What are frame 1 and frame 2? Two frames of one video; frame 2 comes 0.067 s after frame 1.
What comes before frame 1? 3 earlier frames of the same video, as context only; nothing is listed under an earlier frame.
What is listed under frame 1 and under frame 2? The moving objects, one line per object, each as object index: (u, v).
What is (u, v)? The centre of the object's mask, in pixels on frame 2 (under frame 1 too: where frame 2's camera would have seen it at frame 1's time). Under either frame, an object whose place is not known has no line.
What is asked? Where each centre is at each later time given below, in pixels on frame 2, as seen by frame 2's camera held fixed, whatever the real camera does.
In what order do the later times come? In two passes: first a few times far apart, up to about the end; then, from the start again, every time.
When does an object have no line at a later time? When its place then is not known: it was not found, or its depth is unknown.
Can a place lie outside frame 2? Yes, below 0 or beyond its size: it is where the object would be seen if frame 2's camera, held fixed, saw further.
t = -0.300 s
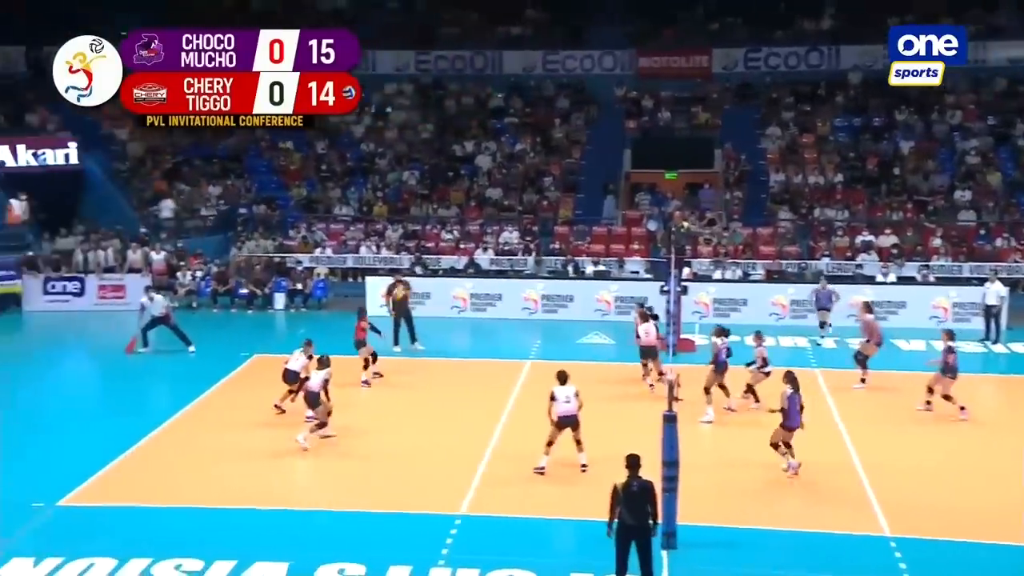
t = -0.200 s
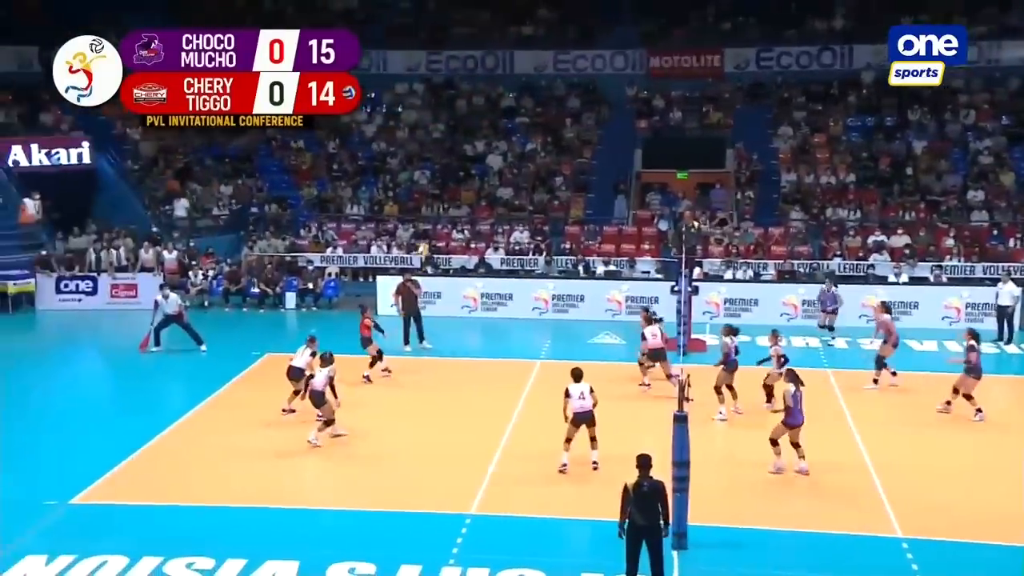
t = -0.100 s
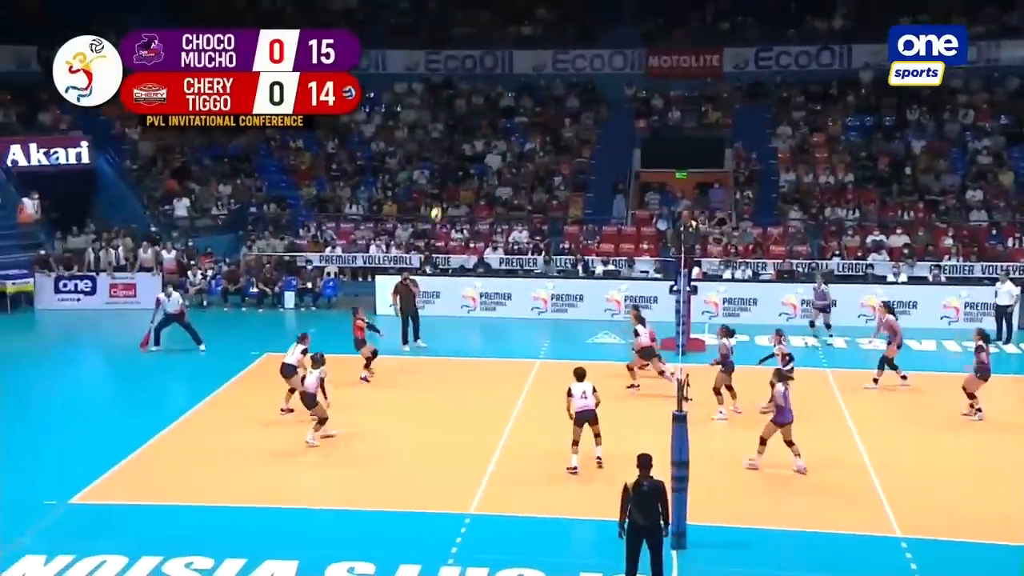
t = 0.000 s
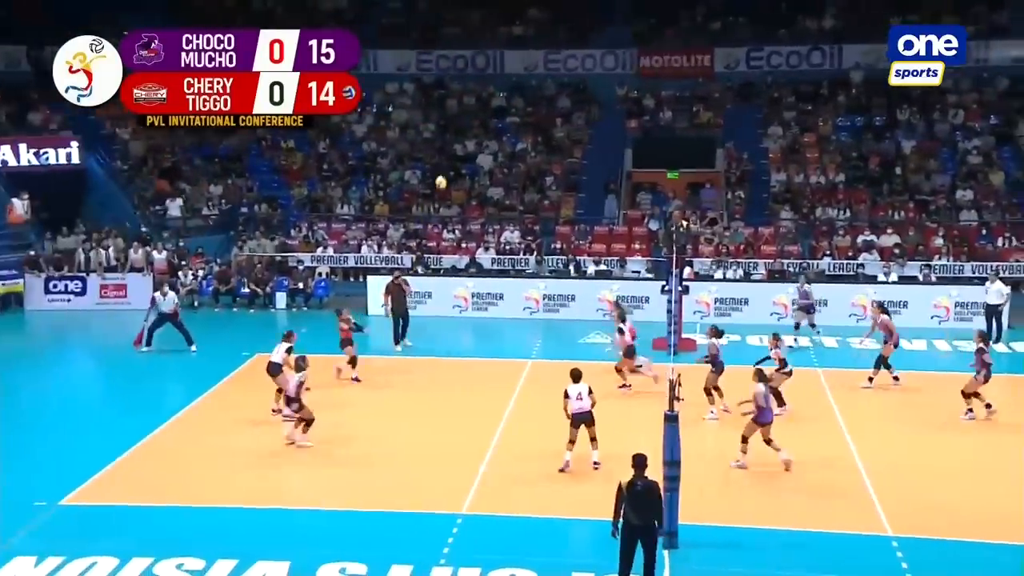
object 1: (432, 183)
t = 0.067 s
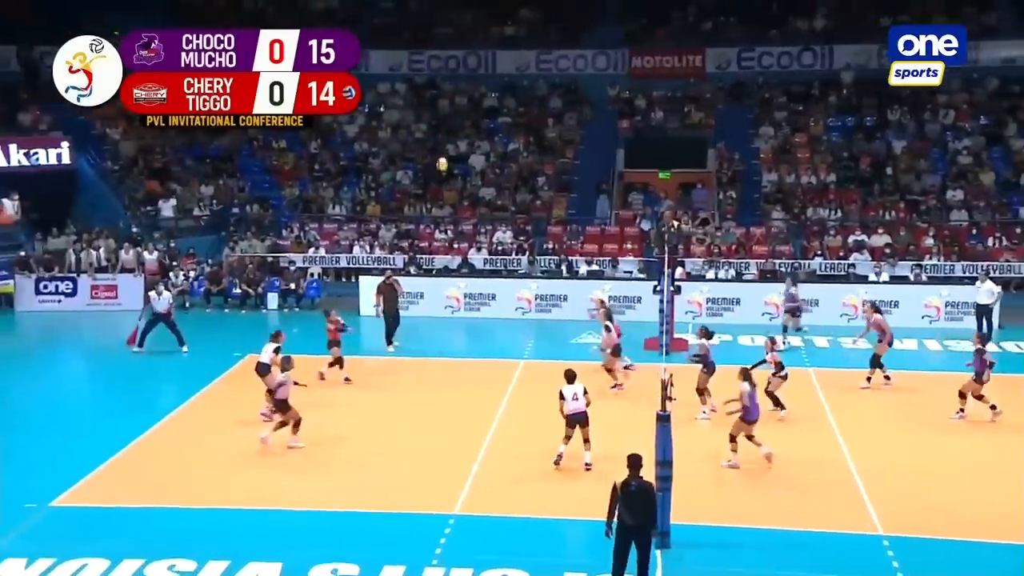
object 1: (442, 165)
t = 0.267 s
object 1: (469, 121)
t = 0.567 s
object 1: (512, 97)
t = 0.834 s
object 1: (550, 117)
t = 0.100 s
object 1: (446, 155)
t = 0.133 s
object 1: (451, 147)
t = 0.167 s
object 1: (456, 139)
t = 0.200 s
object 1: (460, 134)
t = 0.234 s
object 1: (465, 127)
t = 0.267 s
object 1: (469, 121)
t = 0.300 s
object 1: (474, 116)
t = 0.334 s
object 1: (479, 112)
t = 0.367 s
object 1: (484, 108)
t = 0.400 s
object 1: (488, 104)
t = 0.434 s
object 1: (493, 102)
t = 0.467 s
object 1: (498, 100)
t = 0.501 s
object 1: (503, 98)
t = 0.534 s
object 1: (507, 97)
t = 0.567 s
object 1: (512, 97)
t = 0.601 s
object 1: (517, 97)
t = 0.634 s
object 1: (522, 98)
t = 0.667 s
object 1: (526, 100)
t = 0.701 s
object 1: (531, 102)
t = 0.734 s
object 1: (536, 105)
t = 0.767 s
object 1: (540, 108)
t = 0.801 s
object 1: (545, 113)
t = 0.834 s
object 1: (550, 117)
